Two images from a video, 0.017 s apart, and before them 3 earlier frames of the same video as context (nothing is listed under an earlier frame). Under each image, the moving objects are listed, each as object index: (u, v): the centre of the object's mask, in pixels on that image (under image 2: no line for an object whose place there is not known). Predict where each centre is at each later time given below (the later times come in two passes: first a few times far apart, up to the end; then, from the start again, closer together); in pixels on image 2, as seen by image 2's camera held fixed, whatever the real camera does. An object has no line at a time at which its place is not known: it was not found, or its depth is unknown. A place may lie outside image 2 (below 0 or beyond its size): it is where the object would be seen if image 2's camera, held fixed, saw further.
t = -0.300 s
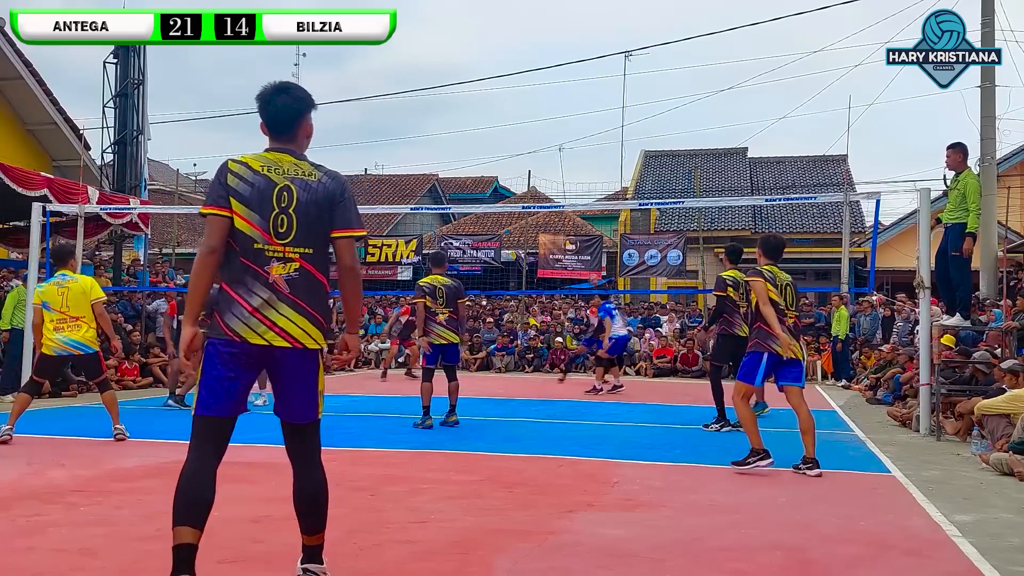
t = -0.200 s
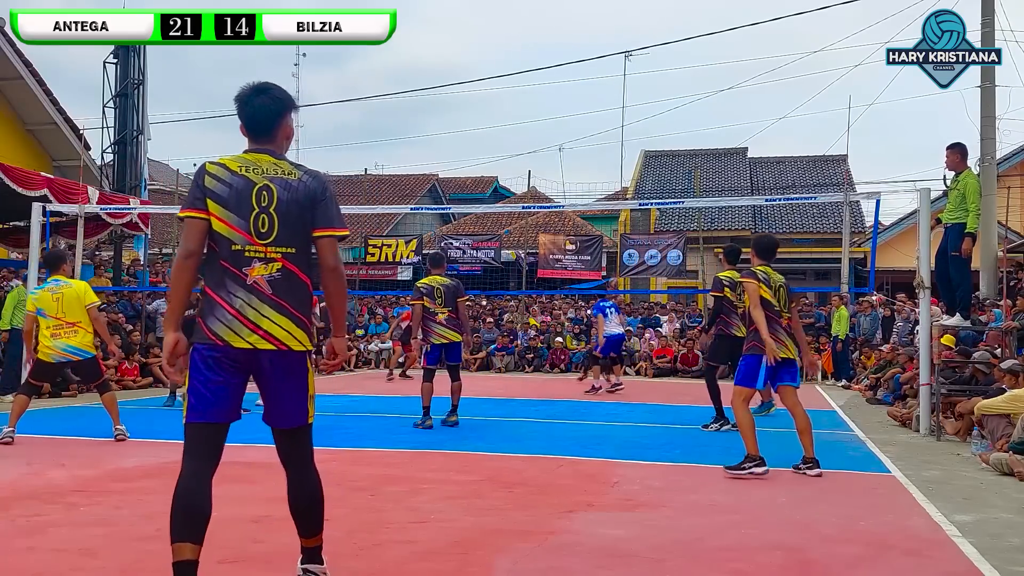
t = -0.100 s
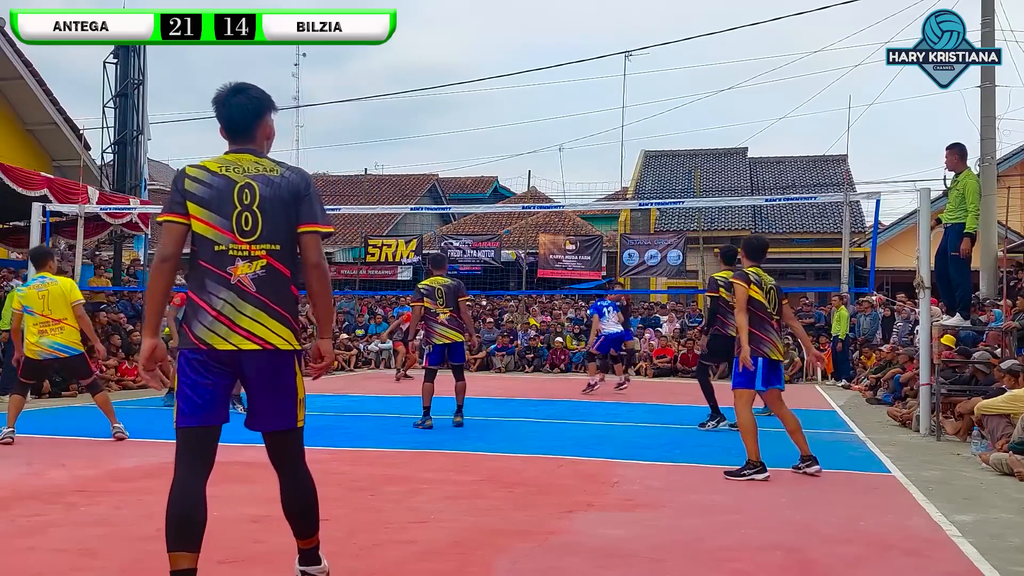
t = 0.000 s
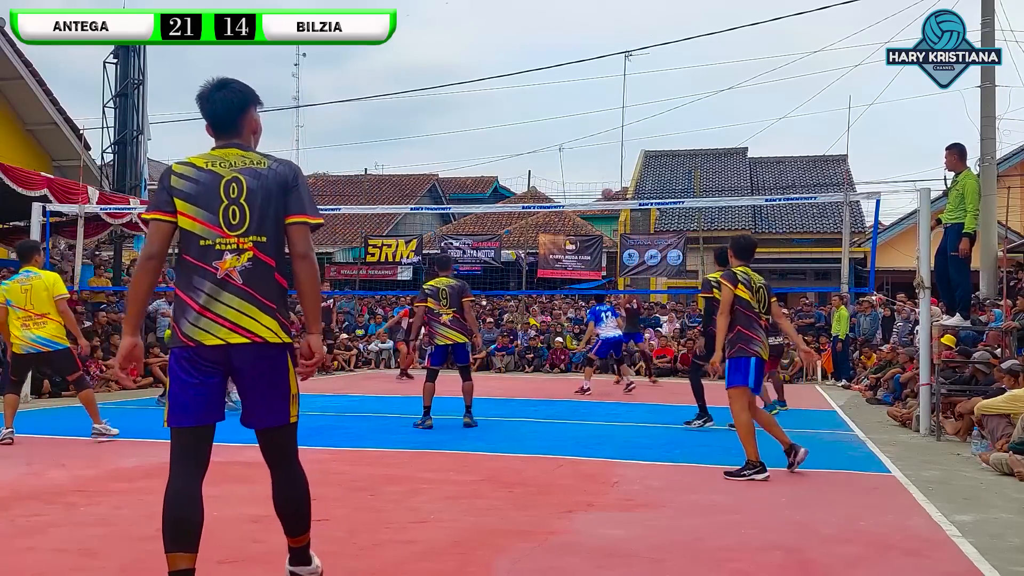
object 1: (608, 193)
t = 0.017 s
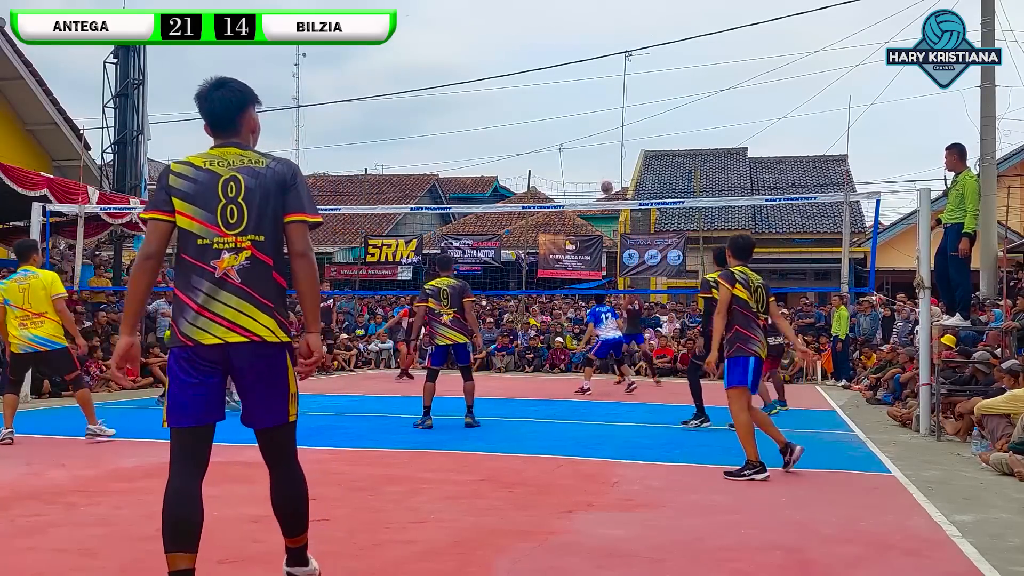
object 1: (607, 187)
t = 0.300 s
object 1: (597, 97)
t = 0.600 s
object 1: (586, 47)
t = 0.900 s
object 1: (573, 50)
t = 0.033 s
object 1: (606, 181)
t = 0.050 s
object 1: (606, 175)
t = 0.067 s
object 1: (605, 168)
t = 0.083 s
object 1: (605, 163)
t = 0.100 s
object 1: (604, 157)
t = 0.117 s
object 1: (603, 151)
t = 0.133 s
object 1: (603, 145)
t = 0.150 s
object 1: (602, 139)
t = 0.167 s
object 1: (601, 135)
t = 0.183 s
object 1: (601, 130)
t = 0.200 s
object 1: (600, 124)
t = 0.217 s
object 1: (600, 119)
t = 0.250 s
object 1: (598, 110)
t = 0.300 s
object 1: (597, 97)
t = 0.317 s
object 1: (596, 93)
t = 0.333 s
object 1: (596, 89)
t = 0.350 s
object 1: (595, 85)
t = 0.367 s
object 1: (595, 82)
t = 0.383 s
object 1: (594, 78)
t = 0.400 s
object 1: (593, 75)
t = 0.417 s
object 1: (593, 72)
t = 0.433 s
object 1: (592, 69)
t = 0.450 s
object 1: (591, 66)
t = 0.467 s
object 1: (591, 63)
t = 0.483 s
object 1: (590, 61)
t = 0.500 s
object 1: (590, 58)
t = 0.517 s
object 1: (589, 56)
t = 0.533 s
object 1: (588, 54)
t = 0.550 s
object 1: (588, 52)
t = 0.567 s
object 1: (587, 50)
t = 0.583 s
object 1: (586, 49)
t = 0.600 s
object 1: (586, 47)
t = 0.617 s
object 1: (585, 46)
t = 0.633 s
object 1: (585, 45)
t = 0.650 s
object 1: (584, 44)
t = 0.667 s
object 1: (583, 43)
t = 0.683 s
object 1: (583, 42)
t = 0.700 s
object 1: (582, 42)
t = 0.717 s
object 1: (581, 42)
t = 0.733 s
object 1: (581, 42)
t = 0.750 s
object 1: (580, 42)
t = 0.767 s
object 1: (579, 42)
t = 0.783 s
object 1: (579, 42)
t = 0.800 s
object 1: (578, 43)
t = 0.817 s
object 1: (577, 44)
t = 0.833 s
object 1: (576, 45)
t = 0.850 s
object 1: (576, 46)
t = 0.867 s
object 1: (575, 47)
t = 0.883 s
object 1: (574, 49)
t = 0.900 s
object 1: (573, 50)
